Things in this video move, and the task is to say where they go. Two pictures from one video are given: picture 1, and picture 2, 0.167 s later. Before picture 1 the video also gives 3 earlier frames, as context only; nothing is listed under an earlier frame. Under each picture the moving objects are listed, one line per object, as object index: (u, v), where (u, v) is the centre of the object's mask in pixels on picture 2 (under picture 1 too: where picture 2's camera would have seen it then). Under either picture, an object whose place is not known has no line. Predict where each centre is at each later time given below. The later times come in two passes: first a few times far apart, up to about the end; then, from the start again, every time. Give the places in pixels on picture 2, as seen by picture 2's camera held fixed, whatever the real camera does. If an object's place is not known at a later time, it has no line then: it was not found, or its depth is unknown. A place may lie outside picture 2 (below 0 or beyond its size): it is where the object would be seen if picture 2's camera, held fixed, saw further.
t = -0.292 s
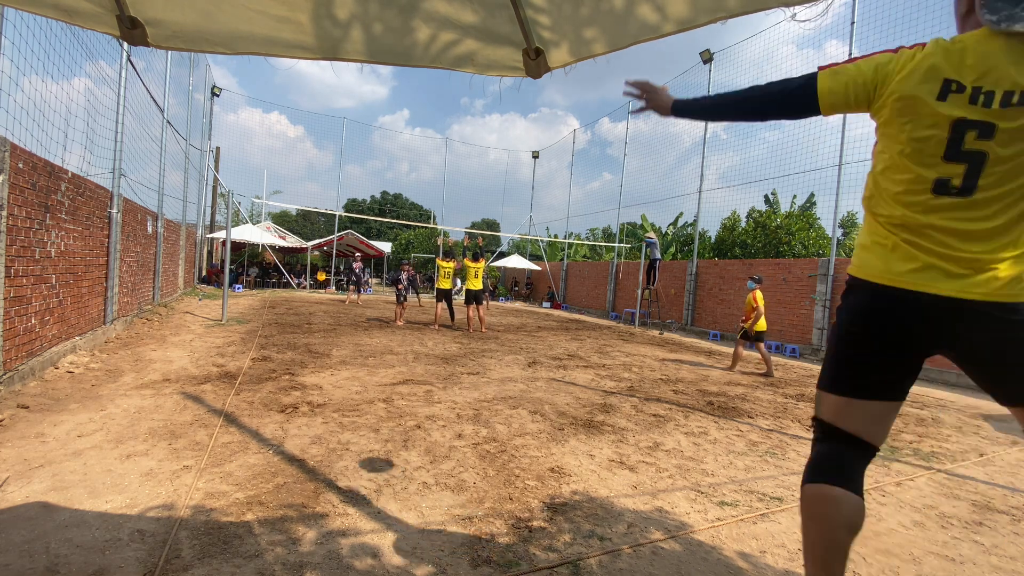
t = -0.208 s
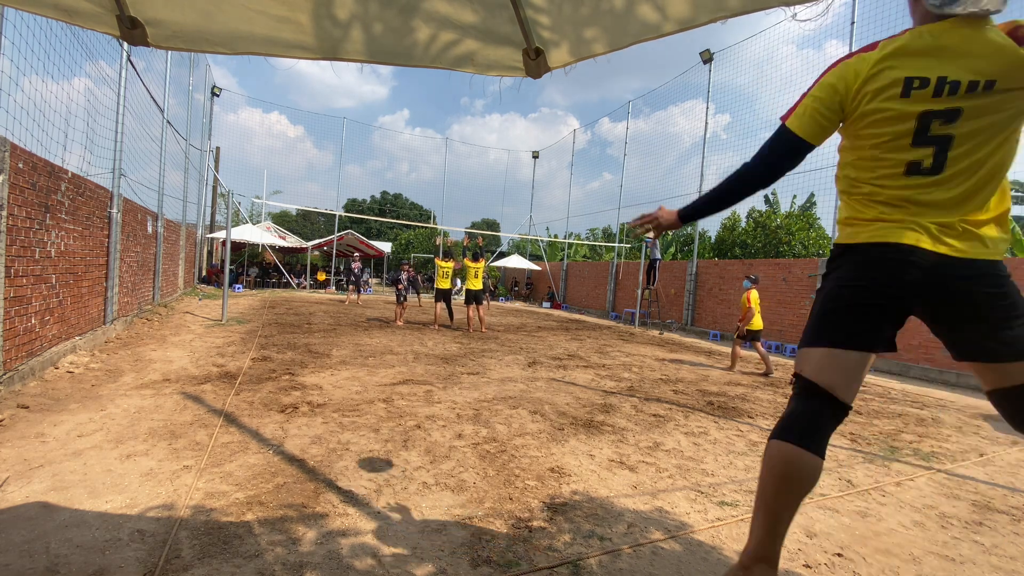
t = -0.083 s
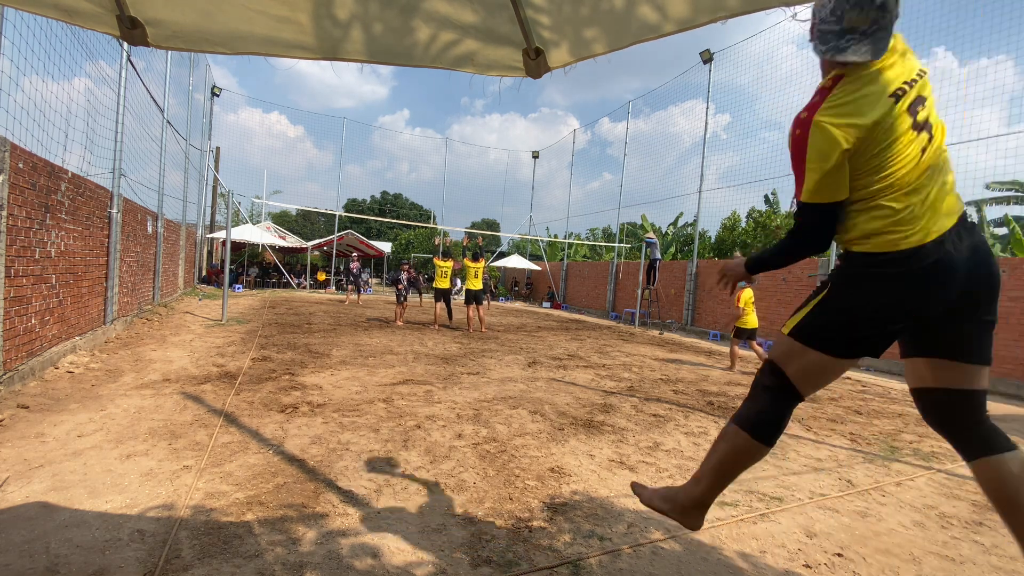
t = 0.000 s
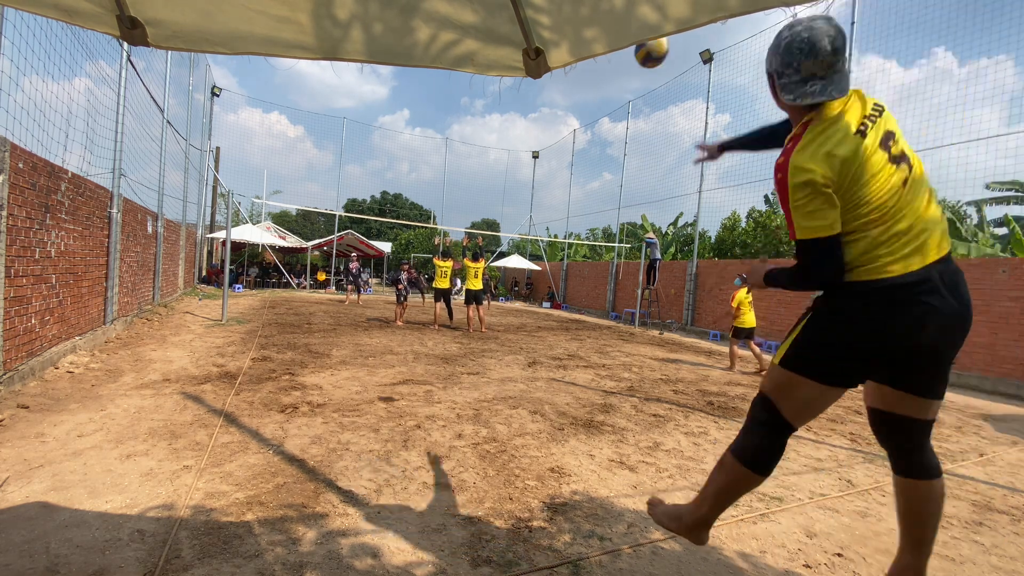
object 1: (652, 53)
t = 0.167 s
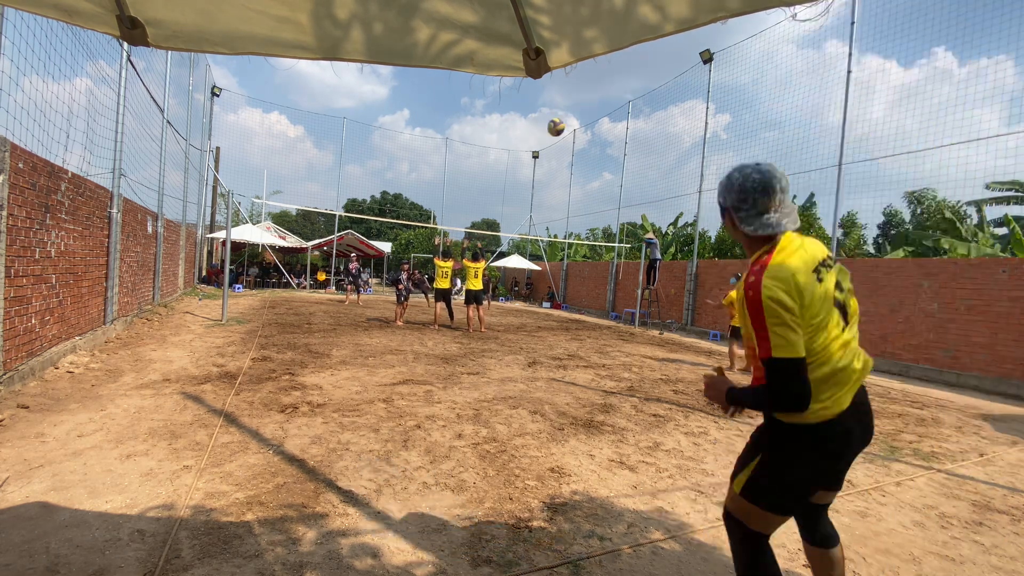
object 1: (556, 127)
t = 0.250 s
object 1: (536, 150)
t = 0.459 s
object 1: (510, 194)
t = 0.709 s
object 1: (494, 239)
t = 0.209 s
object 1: (545, 139)
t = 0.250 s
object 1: (536, 150)
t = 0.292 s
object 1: (530, 159)
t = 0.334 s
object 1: (524, 168)
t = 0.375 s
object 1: (519, 177)
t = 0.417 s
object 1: (514, 186)
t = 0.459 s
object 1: (510, 194)
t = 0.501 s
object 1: (507, 202)
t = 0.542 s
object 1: (503, 211)
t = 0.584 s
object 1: (501, 218)
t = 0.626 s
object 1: (499, 226)
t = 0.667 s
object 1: (496, 231)
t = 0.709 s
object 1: (494, 239)
